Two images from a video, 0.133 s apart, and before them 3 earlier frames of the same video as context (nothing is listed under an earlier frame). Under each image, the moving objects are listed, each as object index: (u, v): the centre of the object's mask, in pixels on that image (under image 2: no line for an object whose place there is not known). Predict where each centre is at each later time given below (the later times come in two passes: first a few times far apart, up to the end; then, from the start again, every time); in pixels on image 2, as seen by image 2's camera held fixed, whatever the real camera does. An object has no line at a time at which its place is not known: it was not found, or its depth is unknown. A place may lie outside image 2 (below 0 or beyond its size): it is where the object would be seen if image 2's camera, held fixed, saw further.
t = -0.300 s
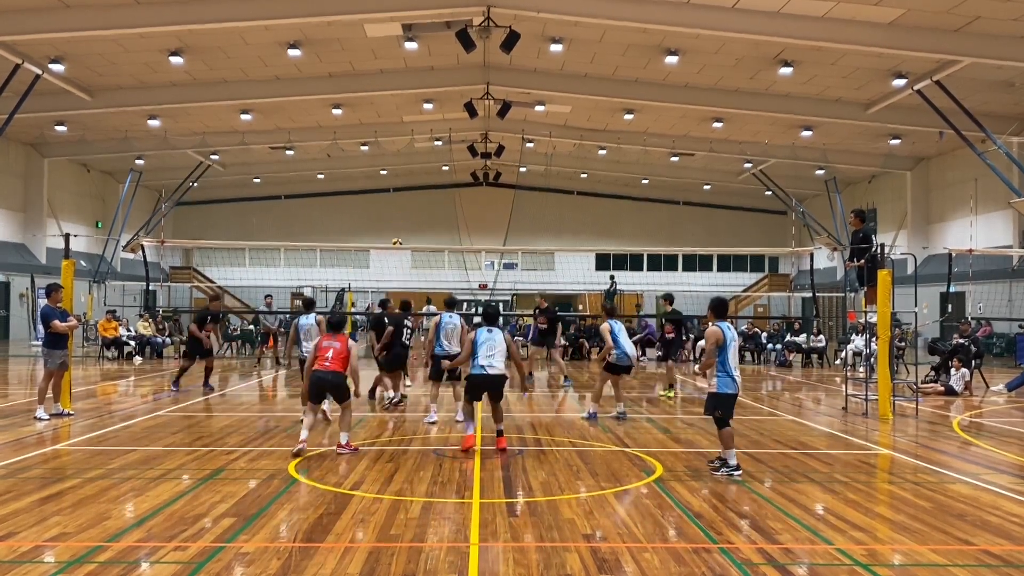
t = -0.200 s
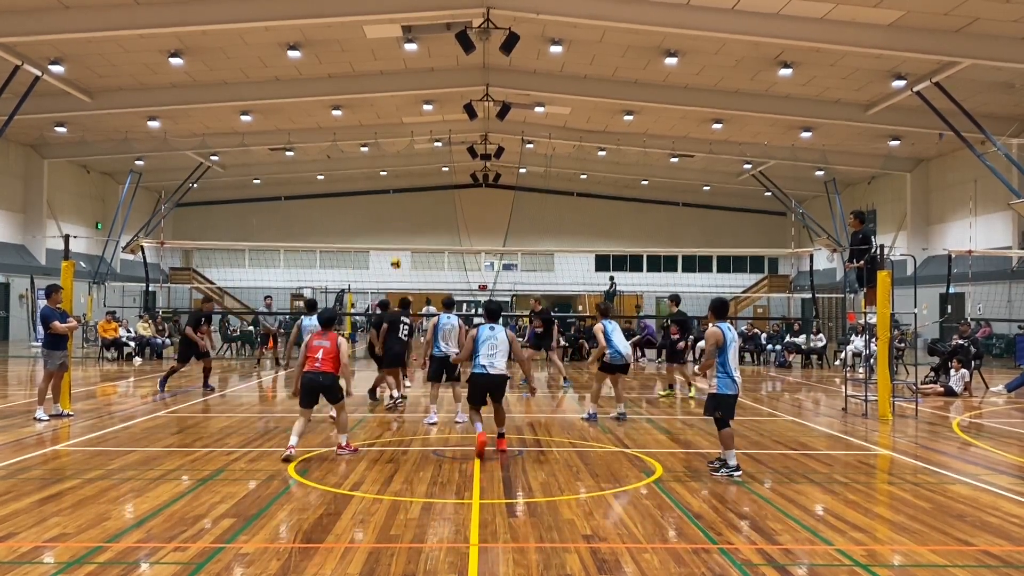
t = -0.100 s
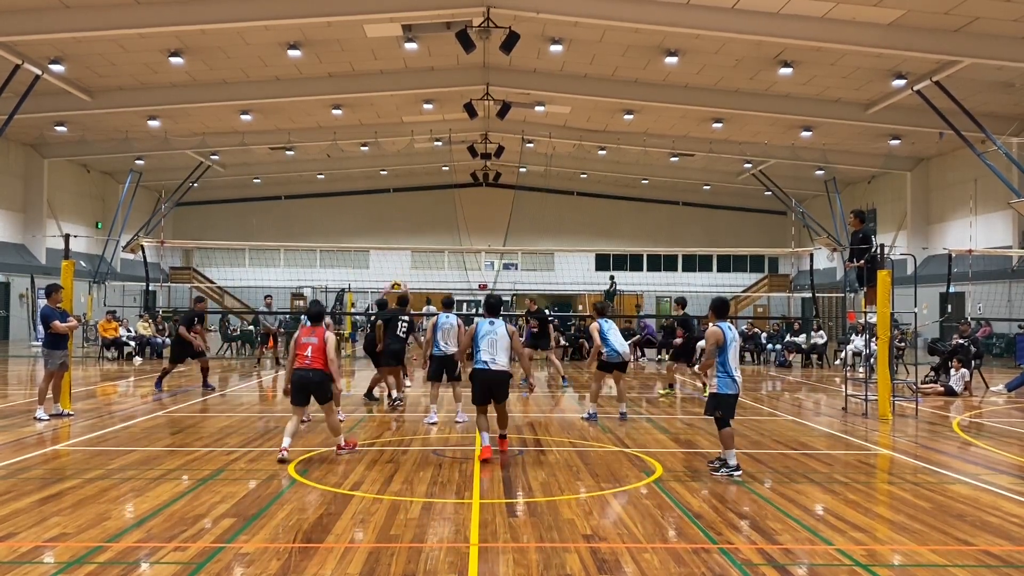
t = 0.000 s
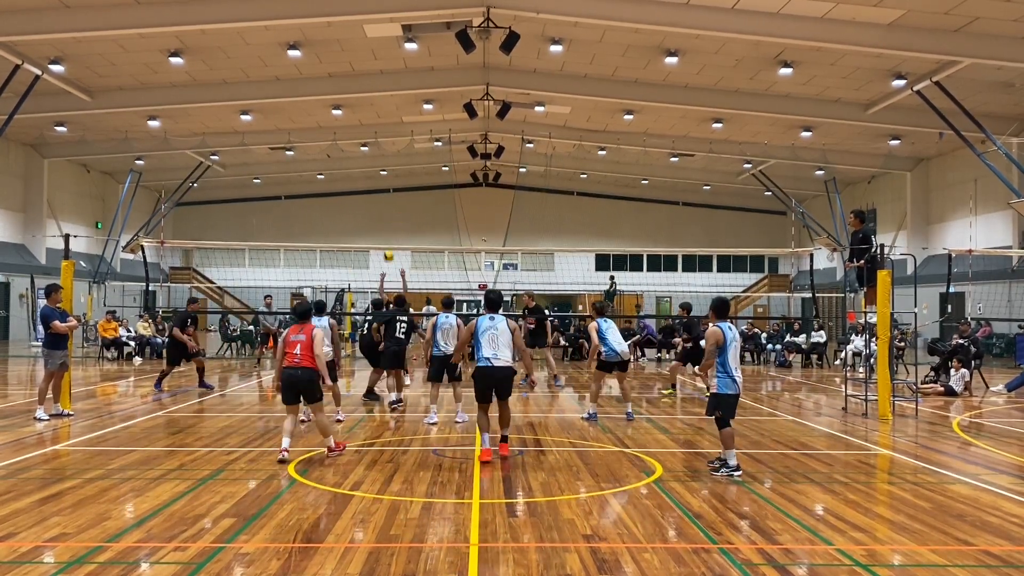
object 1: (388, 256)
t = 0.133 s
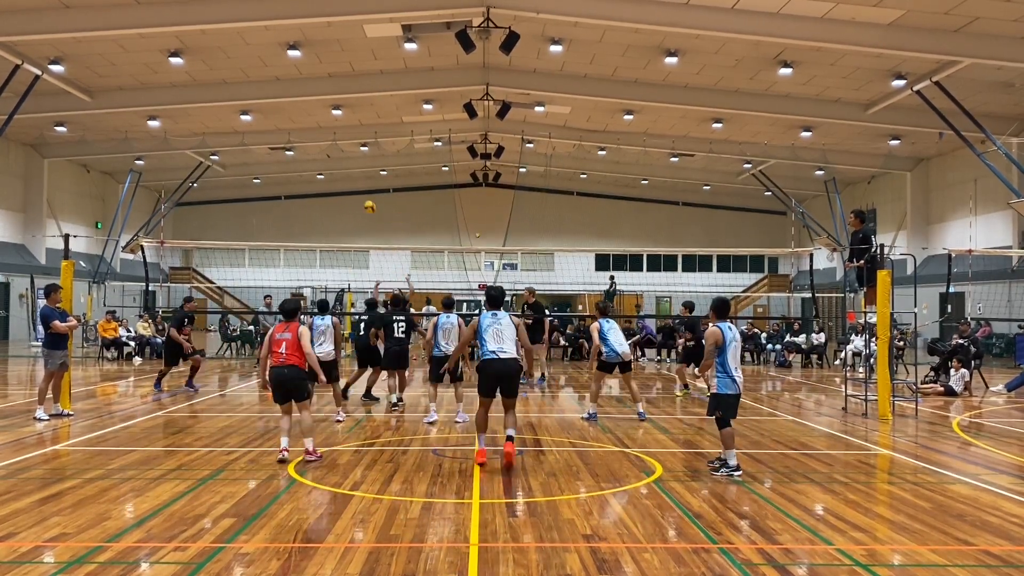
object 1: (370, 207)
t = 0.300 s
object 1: (346, 157)
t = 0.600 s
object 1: (302, 105)
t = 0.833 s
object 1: (266, 98)
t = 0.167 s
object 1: (365, 196)
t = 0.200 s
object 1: (360, 185)
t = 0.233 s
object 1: (356, 175)
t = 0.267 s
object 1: (351, 166)
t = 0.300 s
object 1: (346, 157)
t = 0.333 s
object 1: (342, 149)
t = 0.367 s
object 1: (337, 142)
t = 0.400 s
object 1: (332, 135)
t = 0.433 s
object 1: (327, 128)
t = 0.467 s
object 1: (322, 122)
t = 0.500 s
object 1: (317, 118)
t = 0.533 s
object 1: (312, 113)
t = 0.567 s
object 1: (307, 109)
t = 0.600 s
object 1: (302, 105)
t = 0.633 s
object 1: (297, 103)
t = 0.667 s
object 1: (292, 100)
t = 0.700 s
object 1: (287, 99)
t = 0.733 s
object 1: (281, 98)
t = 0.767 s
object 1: (276, 98)
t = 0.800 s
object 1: (271, 98)
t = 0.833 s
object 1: (266, 98)
